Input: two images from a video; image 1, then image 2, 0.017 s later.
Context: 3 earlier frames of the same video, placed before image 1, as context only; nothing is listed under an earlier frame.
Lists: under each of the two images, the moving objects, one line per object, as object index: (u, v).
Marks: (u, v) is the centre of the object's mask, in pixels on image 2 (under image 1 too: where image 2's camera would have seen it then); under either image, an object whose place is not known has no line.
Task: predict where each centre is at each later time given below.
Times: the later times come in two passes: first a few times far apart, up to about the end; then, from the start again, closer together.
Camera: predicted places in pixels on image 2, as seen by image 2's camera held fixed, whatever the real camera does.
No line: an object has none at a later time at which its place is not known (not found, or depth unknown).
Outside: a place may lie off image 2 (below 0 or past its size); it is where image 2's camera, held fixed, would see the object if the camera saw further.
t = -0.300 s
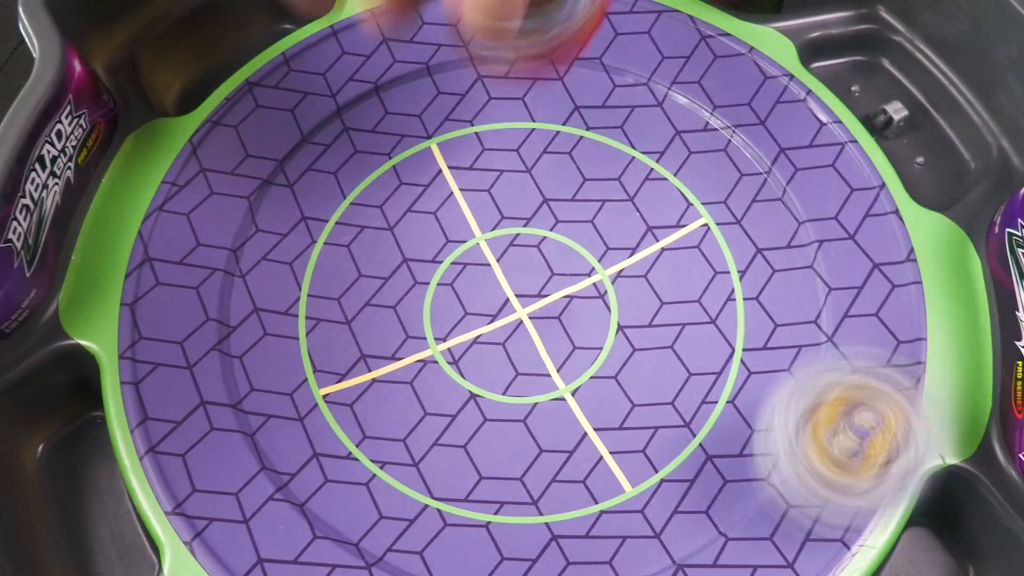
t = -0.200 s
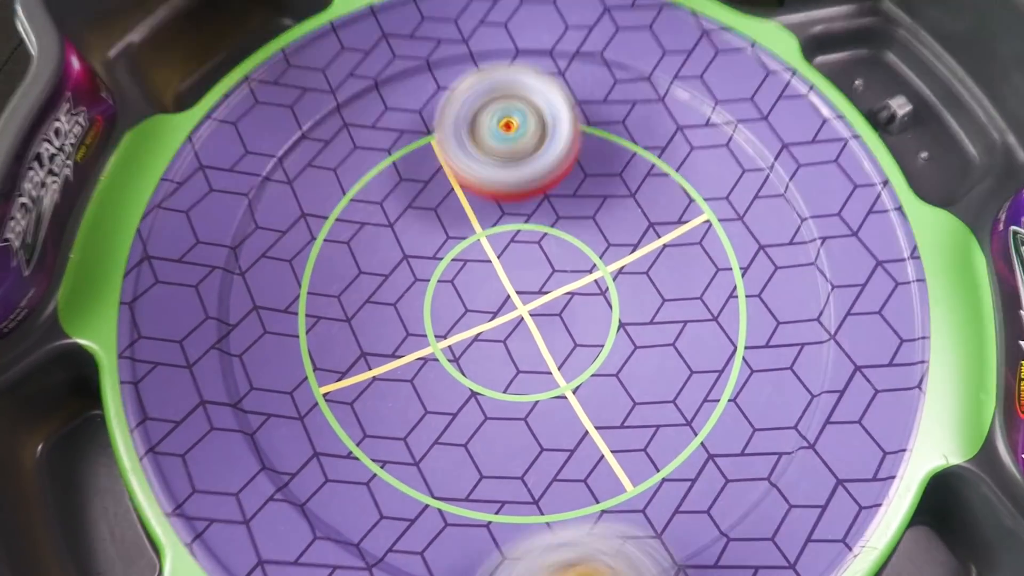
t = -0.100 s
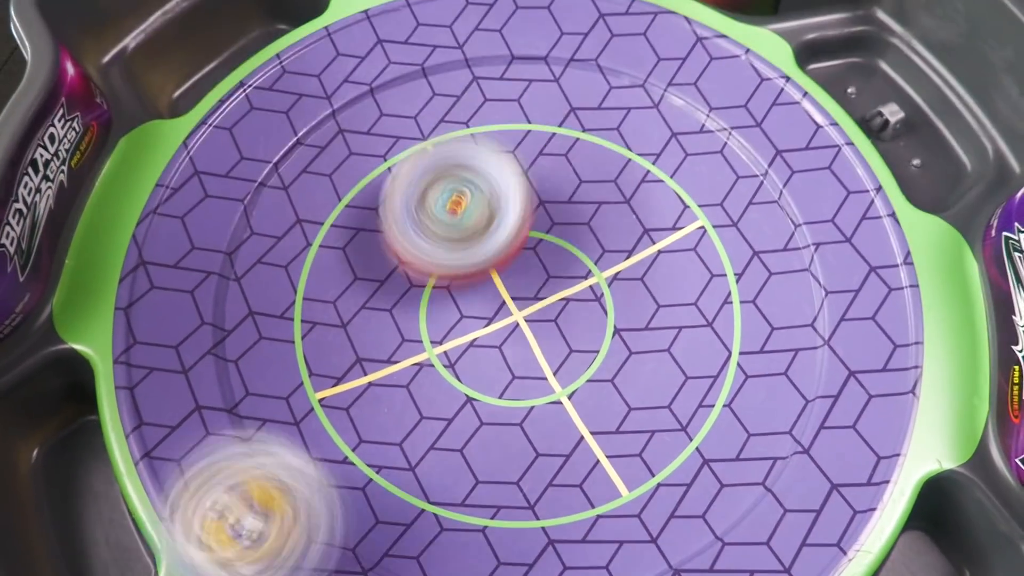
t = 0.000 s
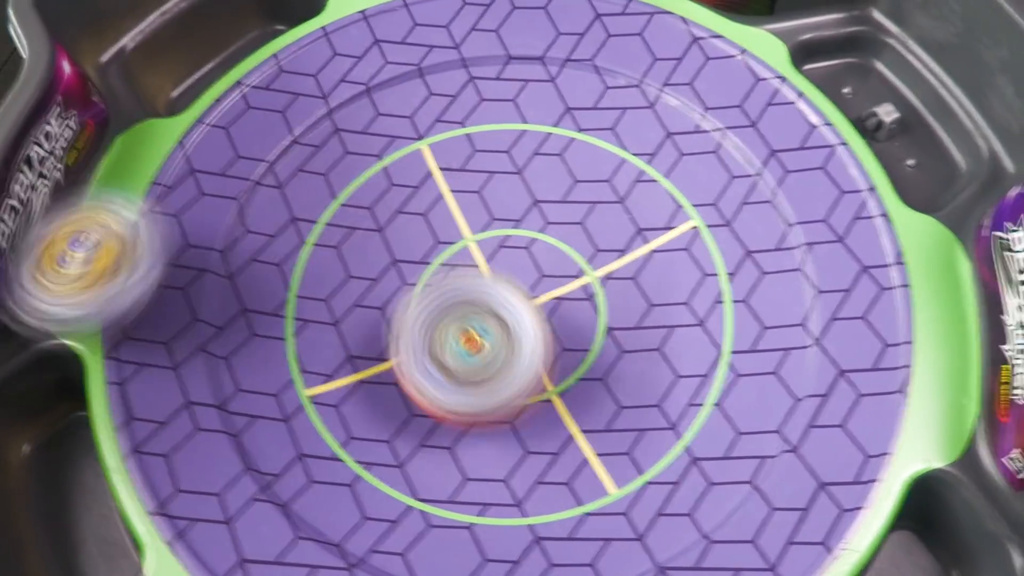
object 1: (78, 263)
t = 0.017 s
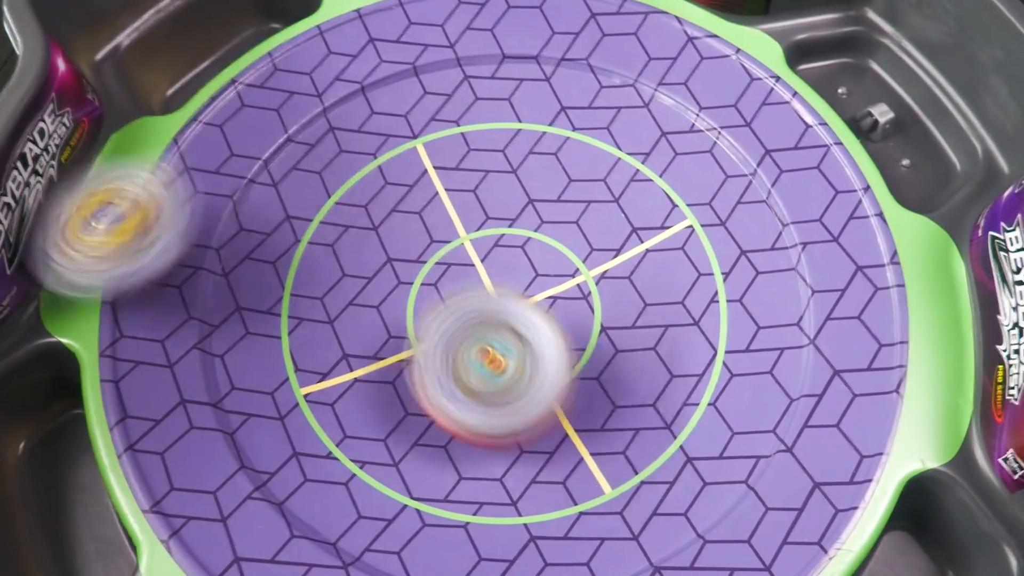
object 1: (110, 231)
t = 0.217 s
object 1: (508, 33)
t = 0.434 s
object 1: (522, 192)
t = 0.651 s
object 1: (462, 343)
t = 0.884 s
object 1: (416, 278)
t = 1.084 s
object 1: (468, 263)
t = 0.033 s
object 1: (142, 202)
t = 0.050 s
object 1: (174, 173)
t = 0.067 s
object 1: (201, 140)
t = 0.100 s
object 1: (258, 70)
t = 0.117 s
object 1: (288, 47)
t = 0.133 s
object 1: (323, 27)
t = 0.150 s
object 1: (356, 19)
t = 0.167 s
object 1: (398, 25)
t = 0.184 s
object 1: (432, 27)
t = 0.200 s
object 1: (472, 29)
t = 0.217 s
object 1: (508, 33)
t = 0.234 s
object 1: (539, 43)
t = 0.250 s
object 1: (581, 58)
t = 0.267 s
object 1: (614, 82)
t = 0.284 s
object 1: (617, 89)
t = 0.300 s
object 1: (605, 94)
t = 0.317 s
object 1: (592, 99)
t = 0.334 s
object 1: (578, 107)
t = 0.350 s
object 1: (565, 117)
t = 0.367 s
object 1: (555, 129)
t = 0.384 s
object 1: (544, 143)
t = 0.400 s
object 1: (531, 160)
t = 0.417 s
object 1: (525, 175)
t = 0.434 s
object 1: (522, 192)
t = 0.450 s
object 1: (520, 209)
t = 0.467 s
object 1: (517, 226)
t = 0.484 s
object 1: (513, 241)
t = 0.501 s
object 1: (509, 257)
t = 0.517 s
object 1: (505, 272)
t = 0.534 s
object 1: (500, 285)
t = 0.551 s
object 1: (496, 297)
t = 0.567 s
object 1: (492, 309)
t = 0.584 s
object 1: (486, 320)
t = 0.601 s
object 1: (481, 327)
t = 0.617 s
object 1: (475, 333)
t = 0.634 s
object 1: (469, 339)
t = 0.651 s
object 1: (462, 343)
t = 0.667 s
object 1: (456, 345)
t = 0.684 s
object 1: (448, 345)
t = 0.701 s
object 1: (441, 345)
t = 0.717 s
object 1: (437, 341)
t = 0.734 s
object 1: (431, 338)
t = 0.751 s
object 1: (426, 332)
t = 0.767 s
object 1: (421, 326)
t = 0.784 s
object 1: (417, 320)
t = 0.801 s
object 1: (414, 313)
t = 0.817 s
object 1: (412, 305)
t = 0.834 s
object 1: (410, 297)
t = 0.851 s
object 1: (410, 291)
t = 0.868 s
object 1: (413, 284)
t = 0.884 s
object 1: (416, 278)
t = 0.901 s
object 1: (420, 272)
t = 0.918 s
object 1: (424, 267)
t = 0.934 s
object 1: (428, 262)
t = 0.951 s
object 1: (433, 258)
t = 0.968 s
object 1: (437, 256)
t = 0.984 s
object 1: (442, 254)
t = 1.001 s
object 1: (446, 253)
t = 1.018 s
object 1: (450, 253)
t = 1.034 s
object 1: (454, 254)
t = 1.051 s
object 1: (458, 256)
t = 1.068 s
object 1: (463, 259)
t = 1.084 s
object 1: (468, 263)
